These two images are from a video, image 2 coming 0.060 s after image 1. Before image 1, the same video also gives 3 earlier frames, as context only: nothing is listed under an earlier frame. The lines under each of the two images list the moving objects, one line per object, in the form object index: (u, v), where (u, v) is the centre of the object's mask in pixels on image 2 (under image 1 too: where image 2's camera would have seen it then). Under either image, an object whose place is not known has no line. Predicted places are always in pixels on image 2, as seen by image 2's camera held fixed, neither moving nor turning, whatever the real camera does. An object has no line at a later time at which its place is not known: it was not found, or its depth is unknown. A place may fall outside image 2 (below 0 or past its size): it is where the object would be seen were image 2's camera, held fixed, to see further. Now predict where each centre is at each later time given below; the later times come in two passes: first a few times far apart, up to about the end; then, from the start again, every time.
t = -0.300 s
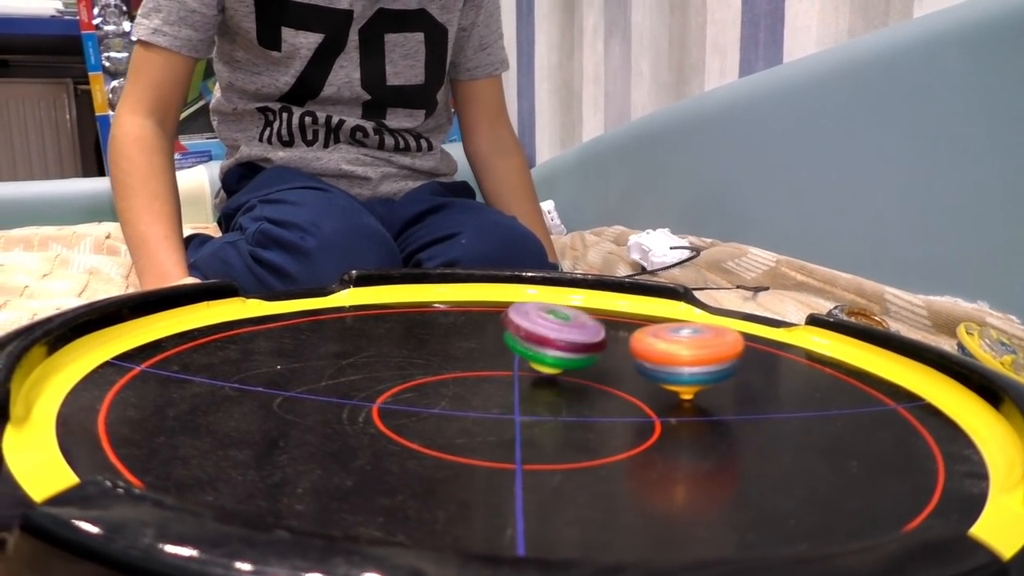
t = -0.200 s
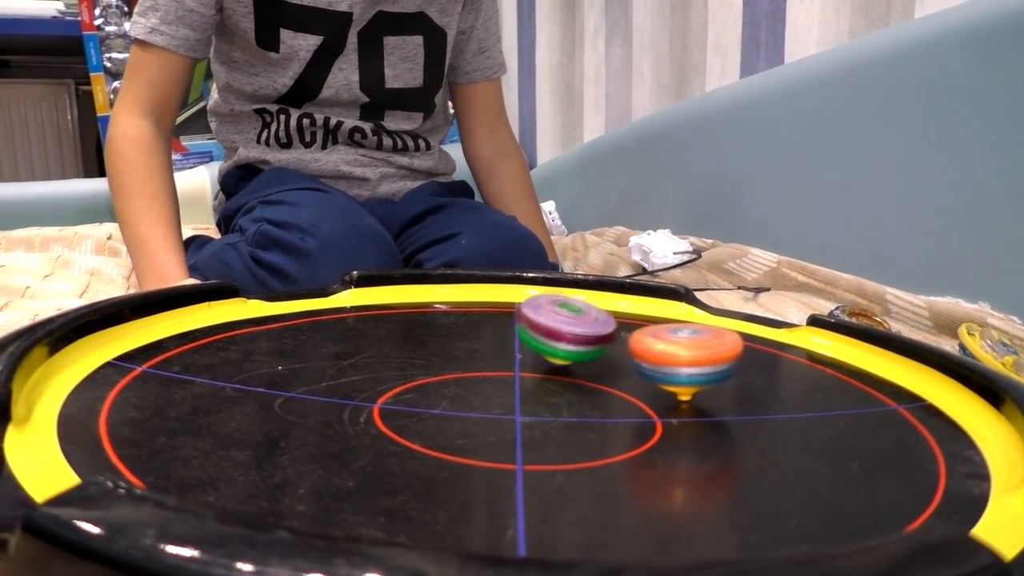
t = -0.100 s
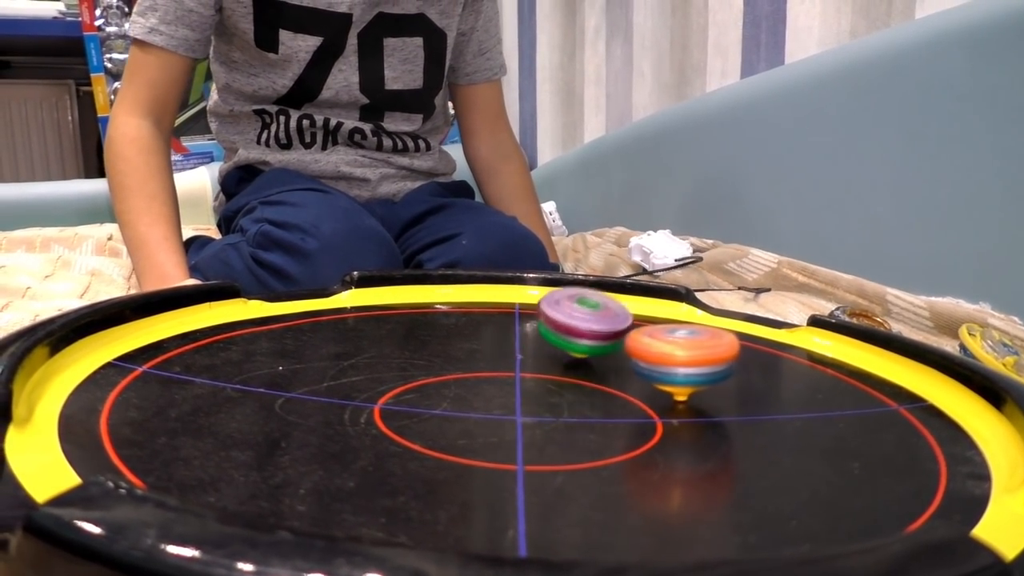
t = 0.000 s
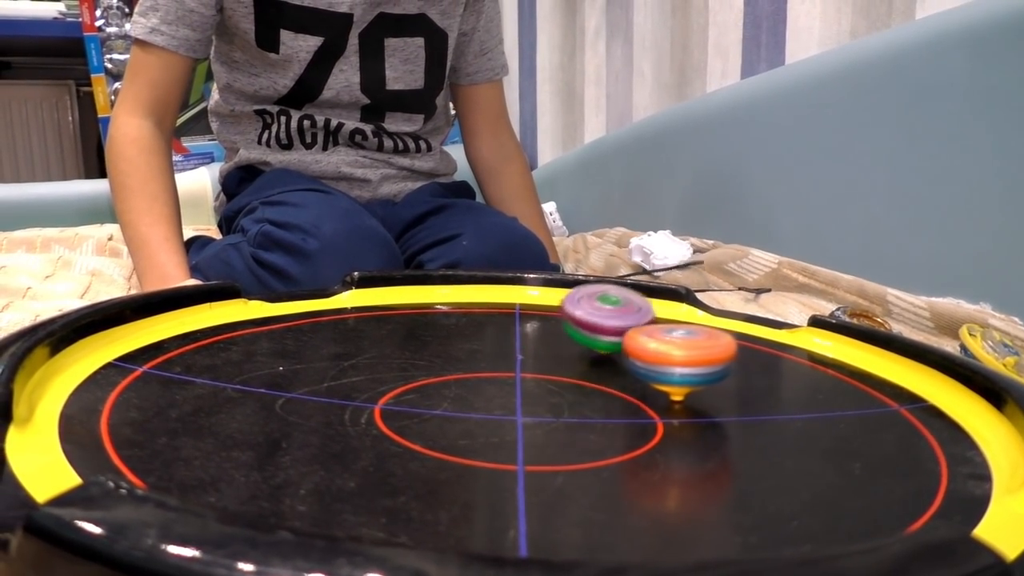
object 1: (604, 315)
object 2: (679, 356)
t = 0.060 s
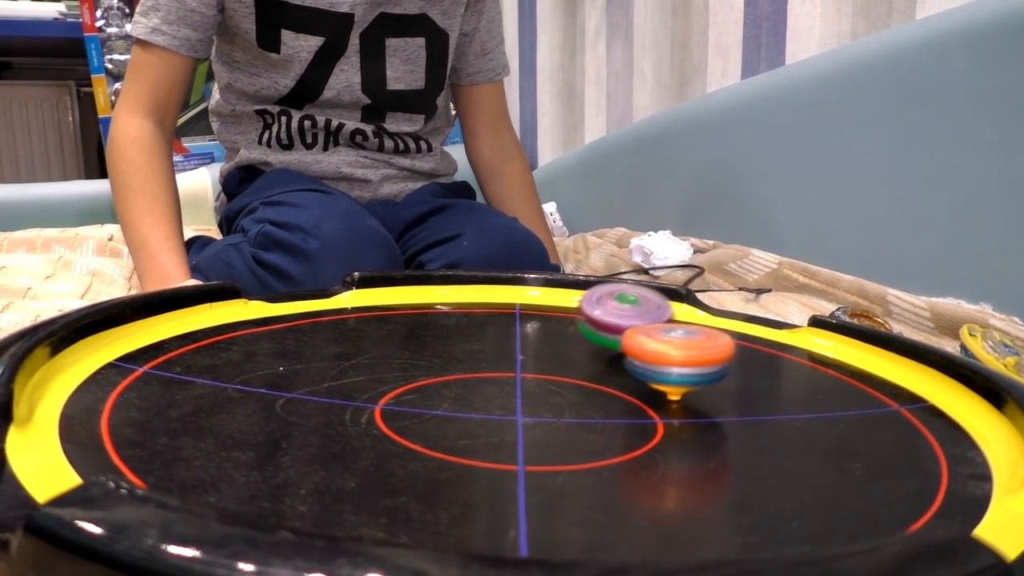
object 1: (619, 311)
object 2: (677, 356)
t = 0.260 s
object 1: (683, 306)
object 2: (670, 354)
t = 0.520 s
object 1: (754, 333)
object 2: (659, 352)
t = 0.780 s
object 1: (775, 362)
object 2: (651, 350)
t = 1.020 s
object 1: (727, 383)
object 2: (645, 346)
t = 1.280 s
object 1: (629, 383)
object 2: (656, 336)
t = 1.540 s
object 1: (560, 361)
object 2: (663, 345)
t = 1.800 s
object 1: (562, 337)
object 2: (670, 348)
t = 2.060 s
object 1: (608, 318)
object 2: (674, 355)
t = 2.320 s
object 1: (689, 314)
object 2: (657, 362)
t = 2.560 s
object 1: (741, 339)
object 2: (634, 359)
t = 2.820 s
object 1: (747, 367)
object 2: (627, 350)
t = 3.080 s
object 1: (678, 383)
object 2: (638, 334)
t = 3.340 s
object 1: (586, 373)
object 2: (670, 343)
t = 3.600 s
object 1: (554, 346)
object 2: (675, 355)
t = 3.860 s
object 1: (587, 325)
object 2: (657, 363)
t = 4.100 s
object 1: (658, 312)
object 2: (633, 359)
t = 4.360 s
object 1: (726, 336)
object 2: (628, 349)
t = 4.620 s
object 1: (744, 363)
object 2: (627, 346)
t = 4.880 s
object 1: (685, 384)
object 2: (625, 340)
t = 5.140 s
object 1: (593, 378)
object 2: (639, 337)
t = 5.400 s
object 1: (510, 362)
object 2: (656, 345)
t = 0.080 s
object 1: (625, 309)
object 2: (676, 356)
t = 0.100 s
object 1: (631, 309)
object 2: (675, 356)
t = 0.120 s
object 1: (637, 307)
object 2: (674, 355)
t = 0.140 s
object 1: (644, 307)
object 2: (674, 355)
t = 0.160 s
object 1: (650, 306)
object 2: (673, 355)
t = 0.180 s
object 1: (658, 305)
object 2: (672, 355)
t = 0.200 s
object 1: (663, 305)
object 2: (671, 354)
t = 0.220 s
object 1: (671, 305)
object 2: (671, 354)
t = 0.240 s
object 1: (677, 306)
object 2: (670, 354)
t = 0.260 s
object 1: (683, 306)
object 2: (670, 354)
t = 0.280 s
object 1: (690, 307)
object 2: (669, 353)
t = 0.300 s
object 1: (697, 309)
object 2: (669, 353)
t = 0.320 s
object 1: (704, 311)
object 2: (669, 353)
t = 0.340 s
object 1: (711, 313)
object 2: (669, 353)
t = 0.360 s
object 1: (718, 315)
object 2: (667, 353)
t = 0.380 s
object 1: (725, 318)
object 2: (664, 353)
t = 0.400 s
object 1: (731, 320)
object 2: (663, 353)
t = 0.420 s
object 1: (734, 323)
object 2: (661, 354)
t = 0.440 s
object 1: (739, 324)
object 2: (662, 353)
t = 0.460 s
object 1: (743, 327)
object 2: (661, 353)
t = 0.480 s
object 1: (747, 329)
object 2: (660, 353)
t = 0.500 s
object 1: (750, 331)
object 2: (659, 353)
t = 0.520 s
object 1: (754, 333)
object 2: (659, 352)
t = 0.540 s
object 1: (757, 335)
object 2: (658, 352)
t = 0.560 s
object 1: (760, 338)
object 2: (658, 352)
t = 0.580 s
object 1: (762, 340)
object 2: (656, 352)
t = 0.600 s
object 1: (766, 342)
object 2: (656, 352)
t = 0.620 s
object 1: (768, 344)
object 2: (655, 352)
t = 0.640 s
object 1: (770, 346)
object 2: (655, 352)
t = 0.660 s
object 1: (772, 348)
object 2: (654, 351)
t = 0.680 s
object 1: (773, 351)
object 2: (654, 351)
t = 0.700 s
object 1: (775, 353)
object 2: (653, 351)
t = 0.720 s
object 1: (775, 355)
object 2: (653, 351)
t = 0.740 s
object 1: (775, 358)
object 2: (652, 351)
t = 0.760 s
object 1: (775, 360)
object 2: (652, 350)
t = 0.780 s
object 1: (775, 362)
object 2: (651, 350)
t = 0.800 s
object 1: (773, 364)
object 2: (652, 350)
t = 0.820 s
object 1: (771, 366)
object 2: (651, 350)
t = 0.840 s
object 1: (769, 368)
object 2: (651, 350)
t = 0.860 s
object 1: (767, 370)
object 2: (650, 350)
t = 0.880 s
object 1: (764, 372)
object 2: (650, 349)
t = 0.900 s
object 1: (760, 374)
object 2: (649, 349)
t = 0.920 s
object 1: (755, 376)
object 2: (649, 349)
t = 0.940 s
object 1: (751, 377)
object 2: (648, 348)
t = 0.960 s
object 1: (746, 379)
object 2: (647, 348)
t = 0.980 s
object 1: (741, 380)
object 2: (646, 347)
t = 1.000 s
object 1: (734, 381)
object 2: (646, 347)
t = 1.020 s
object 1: (727, 383)
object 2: (645, 346)
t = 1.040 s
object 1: (721, 384)
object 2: (645, 345)
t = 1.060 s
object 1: (714, 384)
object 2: (644, 344)
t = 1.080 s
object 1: (706, 385)
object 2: (644, 341)
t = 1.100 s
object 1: (699, 386)
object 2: (644, 340)
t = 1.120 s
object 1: (691, 386)
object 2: (646, 339)
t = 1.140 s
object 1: (683, 386)
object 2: (646, 338)
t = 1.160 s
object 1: (675, 386)
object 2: (648, 336)
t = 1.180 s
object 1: (667, 386)
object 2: (650, 335)
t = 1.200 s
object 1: (659, 385)
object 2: (651, 335)
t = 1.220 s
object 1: (651, 385)
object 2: (651, 335)
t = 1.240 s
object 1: (643, 384)
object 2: (653, 335)
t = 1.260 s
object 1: (637, 383)
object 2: (654, 335)
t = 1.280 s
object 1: (629, 383)
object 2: (656, 336)
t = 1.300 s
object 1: (621, 382)
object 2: (659, 338)
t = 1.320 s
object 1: (614, 381)
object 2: (660, 338)
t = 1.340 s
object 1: (608, 380)
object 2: (660, 340)
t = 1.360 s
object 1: (602, 379)
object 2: (661, 340)
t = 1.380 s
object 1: (596, 377)
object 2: (662, 341)
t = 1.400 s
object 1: (591, 376)
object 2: (662, 342)
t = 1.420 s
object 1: (585, 374)
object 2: (662, 343)
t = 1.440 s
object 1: (579, 372)
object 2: (662, 344)
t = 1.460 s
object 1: (574, 370)
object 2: (662, 344)
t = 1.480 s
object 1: (570, 368)
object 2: (662, 344)
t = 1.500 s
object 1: (566, 366)
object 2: (662, 345)
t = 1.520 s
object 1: (563, 363)
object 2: (662, 345)
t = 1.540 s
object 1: (560, 361)
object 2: (663, 345)
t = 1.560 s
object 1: (557, 359)
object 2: (663, 345)
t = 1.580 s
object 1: (555, 357)
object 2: (664, 346)
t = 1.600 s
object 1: (553, 355)
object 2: (664, 346)
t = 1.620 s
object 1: (552, 353)
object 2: (665, 346)
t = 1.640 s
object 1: (551, 350)
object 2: (666, 346)
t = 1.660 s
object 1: (551, 349)
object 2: (667, 346)
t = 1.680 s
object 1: (552, 347)
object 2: (667, 346)
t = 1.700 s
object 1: (552, 345)
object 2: (667, 347)
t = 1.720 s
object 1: (553, 343)
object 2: (668, 347)
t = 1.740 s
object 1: (555, 341)
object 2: (669, 347)
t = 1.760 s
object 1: (557, 340)
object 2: (669, 347)
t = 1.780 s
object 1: (559, 338)
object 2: (670, 348)
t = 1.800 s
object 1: (562, 337)
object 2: (670, 348)
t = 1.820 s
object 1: (563, 336)
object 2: (672, 349)
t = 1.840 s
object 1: (565, 334)
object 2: (673, 349)
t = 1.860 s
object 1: (568, 332)
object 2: (673, 349)
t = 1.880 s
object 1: (571, 331)
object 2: (672, 350)
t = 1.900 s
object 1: (574, 330)
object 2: (673, 351)
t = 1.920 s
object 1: (576, 329)
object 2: (674, 351)
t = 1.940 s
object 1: (581, 327)
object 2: (674, 352)
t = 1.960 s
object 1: (585, 326)
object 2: (674, 352)
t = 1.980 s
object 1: (589, 324)
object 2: (675, 353)
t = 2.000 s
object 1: (593, 323)
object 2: (674, 353)
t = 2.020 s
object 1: (598, 321)
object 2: (674, 354)
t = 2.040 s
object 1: (603, 320)
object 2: (673, 355)
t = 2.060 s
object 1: (608, 318)
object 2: (674, 355)
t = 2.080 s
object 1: (613, 317)
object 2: (674, 357)
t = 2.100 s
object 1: (618, 315)
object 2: (673, 357)
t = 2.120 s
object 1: (623, 314)
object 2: (672, 358)
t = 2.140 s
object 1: (629, 313)
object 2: (671, 359)
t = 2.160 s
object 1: (635, 312)
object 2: (671, 359)
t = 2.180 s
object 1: (641, 311)
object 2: (669, 360)
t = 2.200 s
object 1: (649, 311)
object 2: (668, 360)
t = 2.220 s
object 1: (655, 311)
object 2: (666, 361)
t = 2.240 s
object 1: (662, 311)
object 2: (664, 361)
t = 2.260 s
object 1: (667, 311)
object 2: (663, 362)
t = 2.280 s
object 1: (675, 311)
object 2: (661, 362)
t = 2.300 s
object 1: (680, 312)
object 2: (659, 362)
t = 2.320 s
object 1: (689, 314)
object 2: (657, 362)
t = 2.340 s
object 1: (695, 315)
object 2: (655, 362)
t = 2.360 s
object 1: (701, 318)
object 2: (652, 362)
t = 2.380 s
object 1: (707, 319)
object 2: (650, 362)
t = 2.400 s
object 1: (712, 322)
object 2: (648, 362)
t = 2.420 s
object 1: (717, 324)
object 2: (647, 362)
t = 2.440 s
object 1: (721, 326)
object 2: (645, 362)
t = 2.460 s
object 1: (725, 328)
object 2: (643, 361)
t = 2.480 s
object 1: (729, 331)
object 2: (639, 361)
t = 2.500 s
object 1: (732, 333)
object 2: (638, 361)
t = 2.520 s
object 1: (735, 335)
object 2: (636, 360)
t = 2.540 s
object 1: (738, 337)
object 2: (635, 360)
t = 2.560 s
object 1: (741, 339)
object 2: (634, 359)
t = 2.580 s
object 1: (743, 341)
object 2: (632, 359)
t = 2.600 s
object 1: (746, 343)
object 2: (632, 358)
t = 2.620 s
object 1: (748, 345)
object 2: (631, 357)
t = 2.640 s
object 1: (749, 347)
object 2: (630, 356)
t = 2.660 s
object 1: (750, 350)
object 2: (629, 356)
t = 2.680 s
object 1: (750, 352)
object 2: (629, 355)
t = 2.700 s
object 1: (750, 354)
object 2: (628, 354)
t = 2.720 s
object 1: (750, 356)
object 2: (628, 354)
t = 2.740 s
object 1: (749, 358)
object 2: (627, 352)
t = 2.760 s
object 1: (748, 360)
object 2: (626, 351)
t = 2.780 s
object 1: (746, 362)
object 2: (627, 351)
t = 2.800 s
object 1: (746, 365)
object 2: (627, 351)
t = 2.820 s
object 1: (747, 367)
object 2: (627, 350)
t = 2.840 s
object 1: (744, 369)
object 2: (628, 349)
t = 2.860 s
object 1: (741, 371)
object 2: (629, 348)
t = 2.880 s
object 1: (738, 372)
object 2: (629, 348)
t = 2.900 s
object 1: (735, 374)
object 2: (629, 347)
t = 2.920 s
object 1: (730, 375)
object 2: (629, 346)
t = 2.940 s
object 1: (724, 376)
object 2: (629, 344)
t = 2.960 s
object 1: (719, 378)
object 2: (630, 343)
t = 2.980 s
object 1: (713, 379)
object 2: (630, 342)
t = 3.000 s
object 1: (708, 380)
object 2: (631, 340)
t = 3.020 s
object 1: (700, 381)
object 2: (632, 339)
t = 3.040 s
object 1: (692, 382)
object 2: (634, 337)
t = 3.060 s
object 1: (685, 383)
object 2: (635, 335)
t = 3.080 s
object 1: (678, 383)
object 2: (638, 334)
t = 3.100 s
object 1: (671, 383)
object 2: (641, 333)
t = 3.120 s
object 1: (664, 383)
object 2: (645, 331)
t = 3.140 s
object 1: (655, 382)
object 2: (647, 330)
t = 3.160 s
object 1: (648, 382)
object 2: (648, 330)
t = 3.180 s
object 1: (640, 381)
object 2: (652, 330)
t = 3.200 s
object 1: (633, 380)
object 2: (654, 331)
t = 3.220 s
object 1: (625, 379)
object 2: (660, 333)
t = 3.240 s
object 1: (619, 378)
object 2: (662, 334)
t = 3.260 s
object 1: (611, 377)
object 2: (665, 336)
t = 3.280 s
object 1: (603, 376)
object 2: (667, 338)
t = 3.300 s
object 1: (598, 375)
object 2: (669, 340)
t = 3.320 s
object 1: (592, 374)
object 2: (671, 341)
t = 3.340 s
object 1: (586, 373)
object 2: (670, 343)
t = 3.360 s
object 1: (581, 371)
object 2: (672, 344)
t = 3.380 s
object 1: (575, 368)
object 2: (672, 345)
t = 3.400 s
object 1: (571, 366)
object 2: (673, 346)
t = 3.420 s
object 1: (567, 364)
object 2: (673, 347)
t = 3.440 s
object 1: (564, 362)
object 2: (673, 348)
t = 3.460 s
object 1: (561, 360)
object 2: (674, 349)
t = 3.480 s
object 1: (559, 358)
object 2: (674, 350)
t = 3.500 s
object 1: (557, 356)
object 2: (676, 351)
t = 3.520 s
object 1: (555, 354)
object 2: (676, 352)
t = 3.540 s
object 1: (554, 352)
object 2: (676, 353)
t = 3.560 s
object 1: (554, 350)
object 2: (675, 353)
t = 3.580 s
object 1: (554, 348)
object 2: (675, 354)
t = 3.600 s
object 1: (554, 346)
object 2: (675, 355)
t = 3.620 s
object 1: (556, 344)
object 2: (674, 356)
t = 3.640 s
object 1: (557, 343)
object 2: (674, 357)
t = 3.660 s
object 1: (559, 341)
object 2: (672, 358)
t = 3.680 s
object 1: (562, 340)
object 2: (671, 358)
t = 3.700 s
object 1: (564, 339)
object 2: (670, 359)
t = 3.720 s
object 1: (566, 337)
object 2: (670, 359)
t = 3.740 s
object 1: (568, 335)
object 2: (669, 360)
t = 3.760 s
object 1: (570, 334)
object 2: (666, 360)
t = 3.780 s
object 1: (572, 332)
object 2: (665, 361)
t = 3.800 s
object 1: (575, 330)
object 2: (663, 361)
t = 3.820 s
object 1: (579, 328)
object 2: (661, 362)
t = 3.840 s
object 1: (583, 327)
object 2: (659, 362)
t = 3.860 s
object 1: (587, 325)
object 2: (657, 363)
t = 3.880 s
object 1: (591, 322)
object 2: (656, 363)
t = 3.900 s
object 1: (596, 320)
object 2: (654, 363)
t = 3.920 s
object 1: (600, 318)
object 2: (652, 363)
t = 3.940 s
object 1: (605, 316)
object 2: (649, 363)
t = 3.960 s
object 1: (610, 314)
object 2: (647, 363)
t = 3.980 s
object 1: (616, 313)
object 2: (646, 362)
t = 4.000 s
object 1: (624, 312)
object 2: (644, 362)
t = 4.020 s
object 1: (631, 310)
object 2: (641, 362)
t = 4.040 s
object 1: (638, 310)
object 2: (637, 361)
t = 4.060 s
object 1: (644, 311)
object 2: (636, 361)
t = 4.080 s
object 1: (650, 311)
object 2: (635, 360)
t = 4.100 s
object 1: (658, 312)
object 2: (633, 359)
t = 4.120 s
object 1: (664, 313)
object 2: (632, 358)
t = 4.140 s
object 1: (671, 315)
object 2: (630, 357)
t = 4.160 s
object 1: (678, 316)
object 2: (630, 356)
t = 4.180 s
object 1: (683, 318)
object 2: (630, 356)
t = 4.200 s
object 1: (689, 320)
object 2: (629, 355)
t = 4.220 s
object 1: (695, 321)
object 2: (629, 354)
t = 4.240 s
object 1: (699, 323)
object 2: (627, 353)
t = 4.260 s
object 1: (705, 325)
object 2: (627, 352)
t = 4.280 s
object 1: (710, 327)
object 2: (628, 352)
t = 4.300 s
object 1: (714, 329)
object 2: (629, 351)
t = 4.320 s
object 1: (719, 331)
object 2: (630, 351)
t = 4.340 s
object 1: (722, 333)
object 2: (630, 350)
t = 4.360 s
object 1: (726, 336)
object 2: (628, 349)
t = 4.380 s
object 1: (730, 337)
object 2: (627, 349)
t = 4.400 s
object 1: (733, 339)
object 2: (626, 349)
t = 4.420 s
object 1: (736, 341)
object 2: (627, 348)
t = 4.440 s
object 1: (738, 344)
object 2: (627, 348)
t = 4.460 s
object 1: (739, 346)
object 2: (628, 348)
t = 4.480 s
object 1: (741, 348)
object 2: (628, 347)
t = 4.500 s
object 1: (742, 350)
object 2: (628, 347)
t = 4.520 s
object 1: (744, 353)
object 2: (627, 347)
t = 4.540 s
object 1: (747, 355)
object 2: (625, 347)
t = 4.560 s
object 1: (748, 357)
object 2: (625, 347)
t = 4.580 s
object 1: (747, 359)
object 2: (626, 347)
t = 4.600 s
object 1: (745, 362)
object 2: (626, 346)
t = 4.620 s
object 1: (744, 363)
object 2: (627, 346)
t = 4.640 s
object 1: (741, 365)
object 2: (625, 346)
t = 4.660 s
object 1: (738, 367)
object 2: (625, 346)
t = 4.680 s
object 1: (733, 369)
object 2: (626, 346)
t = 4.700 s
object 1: (729, 371)
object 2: (626, 345)
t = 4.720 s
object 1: (725, 373)
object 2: (626, 345)
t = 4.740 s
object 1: (722, 374)
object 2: (625, 345)
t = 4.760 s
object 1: (719, 375)
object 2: (624, 345)
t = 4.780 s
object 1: (714, 377)
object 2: (625, 344)
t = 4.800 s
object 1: (708, 378)
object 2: (625, 344)
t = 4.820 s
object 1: (702, 379)
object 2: (625, 342)
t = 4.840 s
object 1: (696, 380)
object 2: (624, 342)
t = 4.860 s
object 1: (691, 382)
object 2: (623, 341)
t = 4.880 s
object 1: (685, 384)
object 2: (625, 340)
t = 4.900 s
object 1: (679, 384)
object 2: (627, 339)
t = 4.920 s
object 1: (672, 384)
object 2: (627, 336)
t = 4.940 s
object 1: (667, 385)
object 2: (627, 336)
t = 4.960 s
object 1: (658, 385)
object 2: (626, 334)
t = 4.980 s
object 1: (649, 385)
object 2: (627, 334)
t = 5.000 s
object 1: (642, 385)
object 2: (629, 333)
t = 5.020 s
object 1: (634, 384)
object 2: (632, 333)
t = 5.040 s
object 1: (628, 384)
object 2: (634, 334)
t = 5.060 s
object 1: (621, 383)
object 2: (633, 333)
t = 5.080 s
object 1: (613, 382)
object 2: (633, 334)
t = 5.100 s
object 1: (606, 381)
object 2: (635, 335)
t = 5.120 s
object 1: (600, 379)
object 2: (637, 336)
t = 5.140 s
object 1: (593, 378)
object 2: (639, 337)
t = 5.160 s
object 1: (586, 376)
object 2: (641, 338)
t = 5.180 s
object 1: (573, 378)
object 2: (645, 342)
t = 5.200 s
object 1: (559, 377)
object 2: (648, 342)
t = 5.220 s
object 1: (547, 378)
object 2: (650, 343)
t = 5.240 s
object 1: (537, 377)
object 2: (653, 343)
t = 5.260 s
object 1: (529, 376)
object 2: (653, 343)
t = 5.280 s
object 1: (524, 375)
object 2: (653, 343)
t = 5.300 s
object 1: (521, 373)
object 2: (652, 344)
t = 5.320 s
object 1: (517, 371)
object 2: (652, 344)
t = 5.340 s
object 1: (514, 369)
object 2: (654, 344)
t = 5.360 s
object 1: (512, 366)
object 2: (655, 344)
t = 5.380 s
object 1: (511, 365)
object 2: (656, 344)
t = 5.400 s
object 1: (510, 362)
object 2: (656, 345)
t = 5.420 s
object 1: (510, 360)
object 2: (655, 346)
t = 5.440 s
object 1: (510, 358)
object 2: (654, 347)
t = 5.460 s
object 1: (512, 356)
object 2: (655, 347)
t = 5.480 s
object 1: (513, 354)
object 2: (656, 348)
